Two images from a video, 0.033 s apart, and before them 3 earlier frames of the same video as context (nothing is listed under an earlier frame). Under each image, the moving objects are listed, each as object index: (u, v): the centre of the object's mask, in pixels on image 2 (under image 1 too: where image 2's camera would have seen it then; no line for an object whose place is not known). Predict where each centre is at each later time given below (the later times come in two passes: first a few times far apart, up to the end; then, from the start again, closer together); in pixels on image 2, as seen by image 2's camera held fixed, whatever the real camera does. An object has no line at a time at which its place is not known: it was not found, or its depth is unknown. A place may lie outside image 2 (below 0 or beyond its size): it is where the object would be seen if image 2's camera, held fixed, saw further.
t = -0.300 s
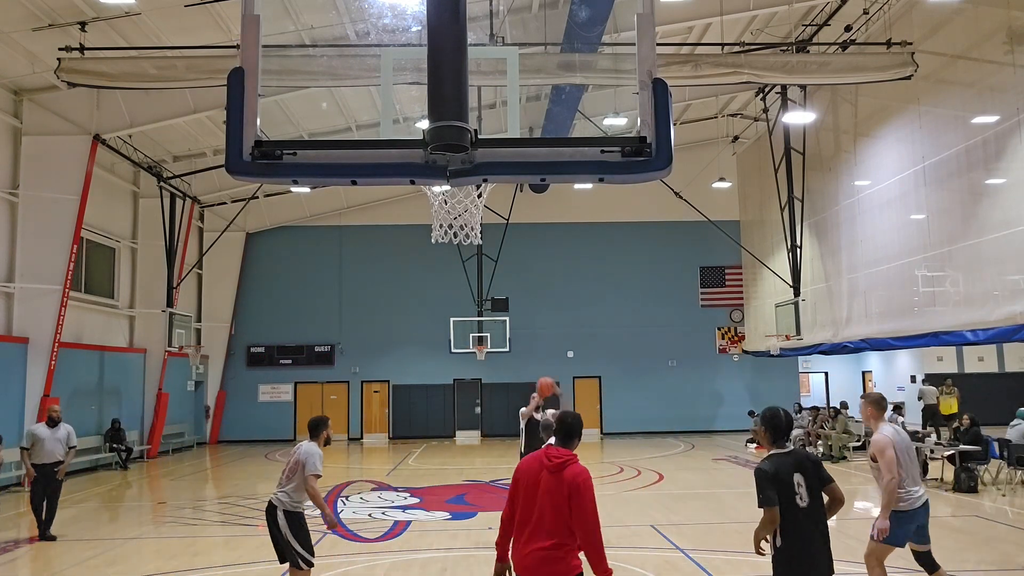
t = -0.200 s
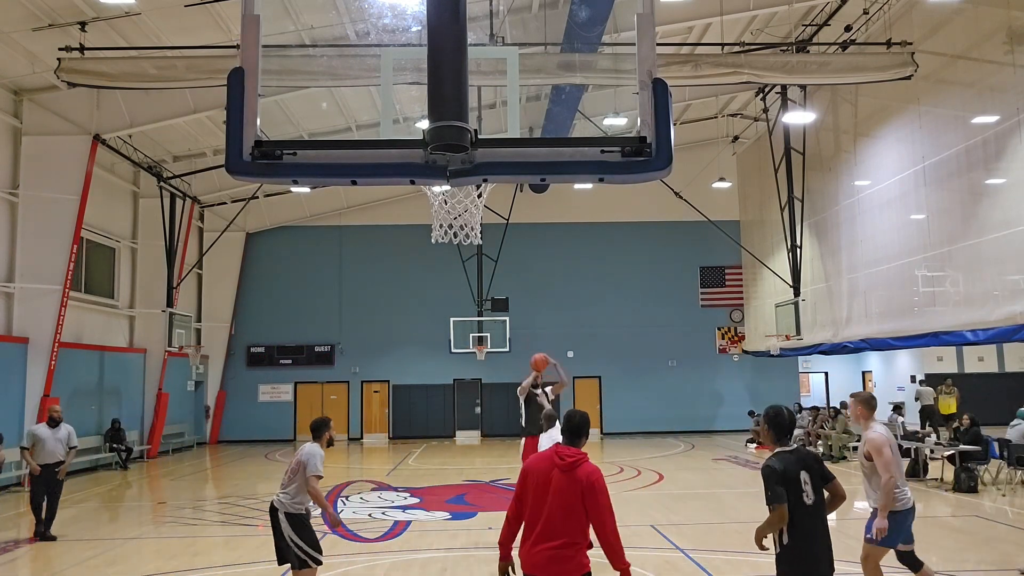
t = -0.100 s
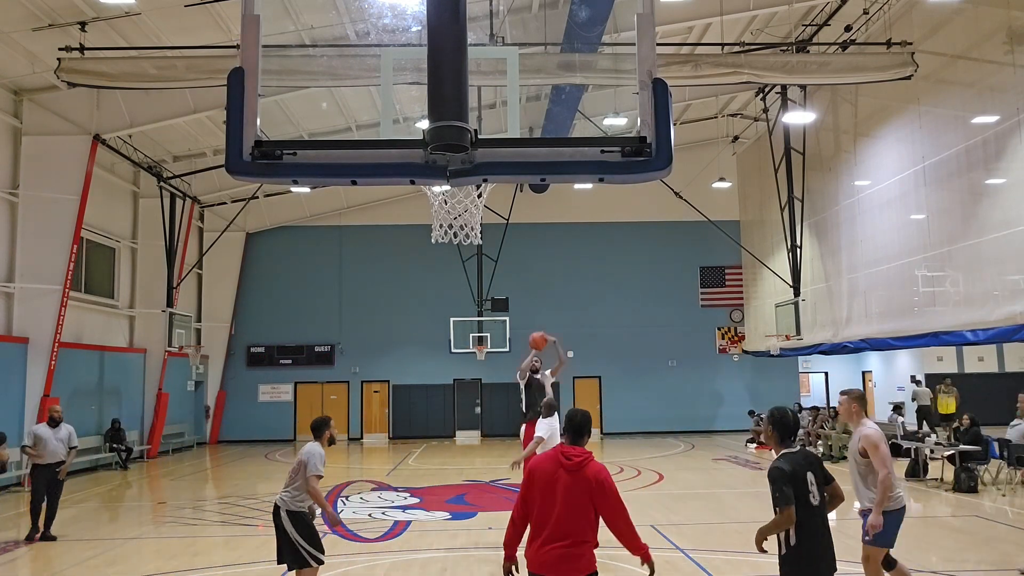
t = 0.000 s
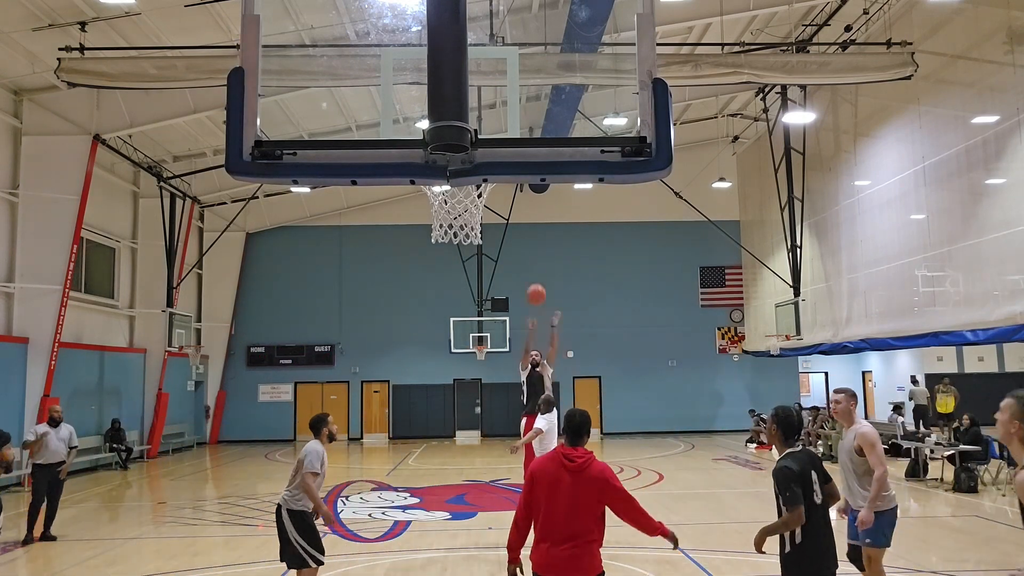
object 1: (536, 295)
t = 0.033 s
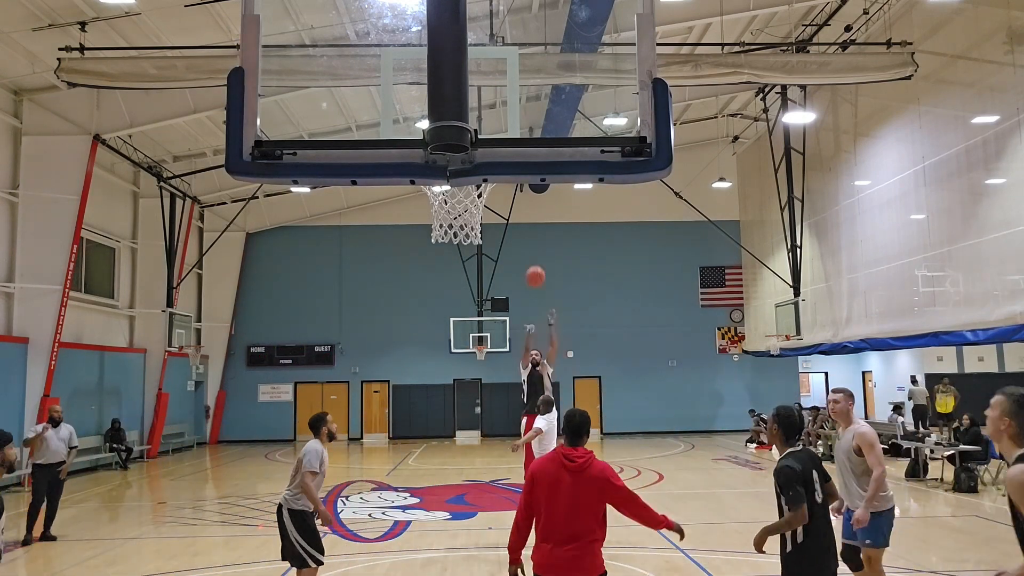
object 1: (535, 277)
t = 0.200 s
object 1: (530, 193)
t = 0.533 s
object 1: (524, 58)
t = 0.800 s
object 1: (509, 7)
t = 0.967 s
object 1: (501, 7)
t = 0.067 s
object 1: (534, 259)
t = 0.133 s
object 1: (532, 226)
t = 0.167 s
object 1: (531, 208)
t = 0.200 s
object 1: (530, 193)
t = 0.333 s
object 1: (529, 130)
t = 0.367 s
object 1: (528, 120)
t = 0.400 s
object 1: (526, 106)
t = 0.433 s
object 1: (526, 93)
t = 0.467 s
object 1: (526, 81)
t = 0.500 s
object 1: (525, 69)
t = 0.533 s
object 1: (524, 58)
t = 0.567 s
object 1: (520, 46)
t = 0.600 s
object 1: (517, 37)
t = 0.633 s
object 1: (515, 30)
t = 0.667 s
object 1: (514, 22)
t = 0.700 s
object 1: (513, 14)
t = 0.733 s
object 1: (512, 11)
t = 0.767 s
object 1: (510, 8)
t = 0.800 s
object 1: (509, 7)
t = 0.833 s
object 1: (508, 5)
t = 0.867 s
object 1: (507, 5)
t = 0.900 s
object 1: (506, 5)
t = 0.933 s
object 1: (503, 5)
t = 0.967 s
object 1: (501, 7)
